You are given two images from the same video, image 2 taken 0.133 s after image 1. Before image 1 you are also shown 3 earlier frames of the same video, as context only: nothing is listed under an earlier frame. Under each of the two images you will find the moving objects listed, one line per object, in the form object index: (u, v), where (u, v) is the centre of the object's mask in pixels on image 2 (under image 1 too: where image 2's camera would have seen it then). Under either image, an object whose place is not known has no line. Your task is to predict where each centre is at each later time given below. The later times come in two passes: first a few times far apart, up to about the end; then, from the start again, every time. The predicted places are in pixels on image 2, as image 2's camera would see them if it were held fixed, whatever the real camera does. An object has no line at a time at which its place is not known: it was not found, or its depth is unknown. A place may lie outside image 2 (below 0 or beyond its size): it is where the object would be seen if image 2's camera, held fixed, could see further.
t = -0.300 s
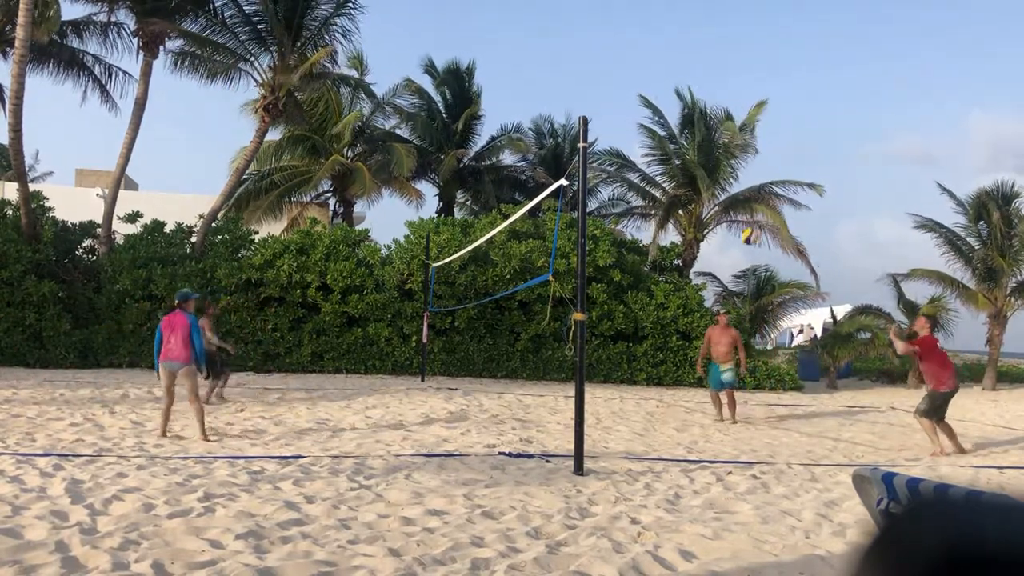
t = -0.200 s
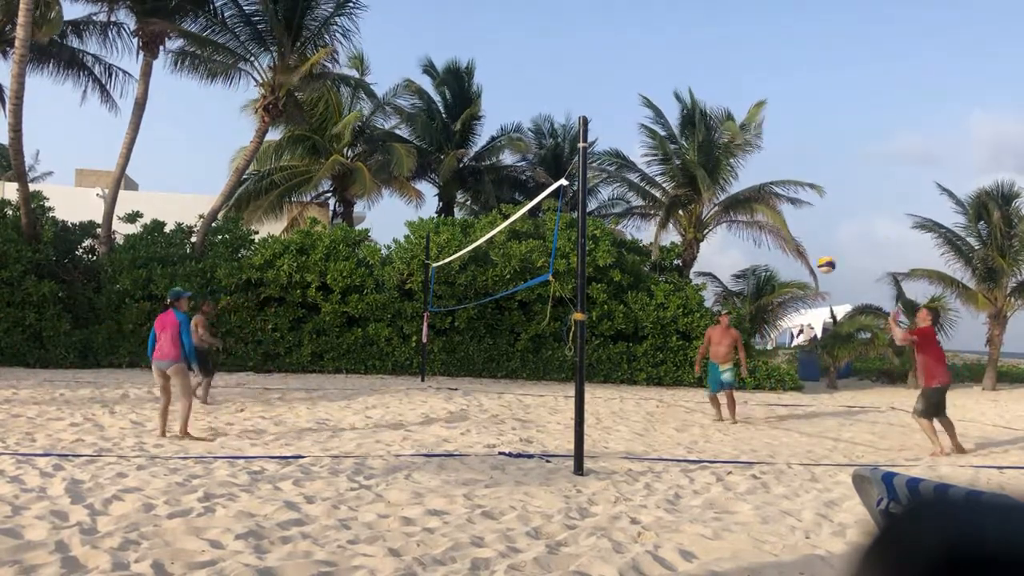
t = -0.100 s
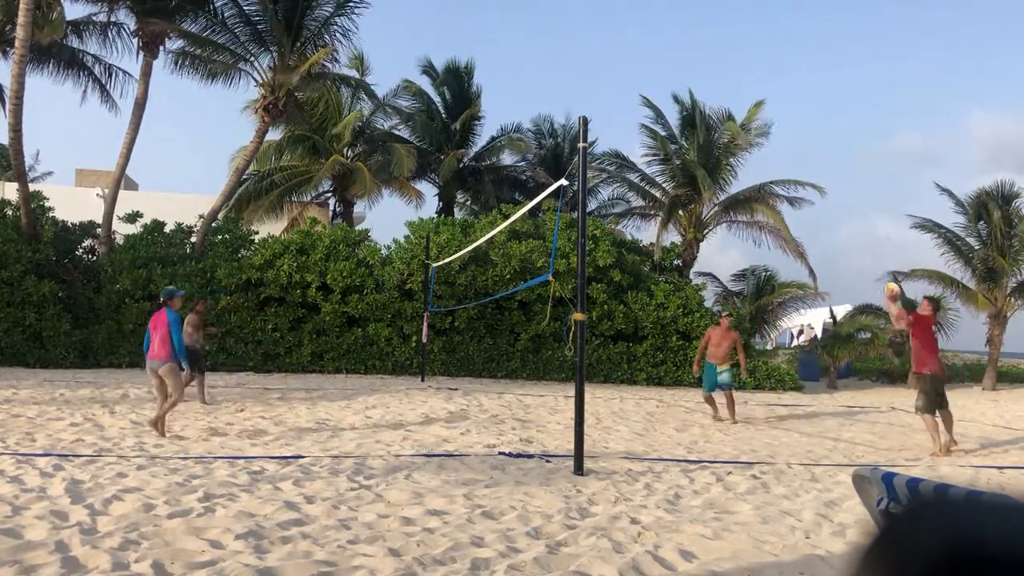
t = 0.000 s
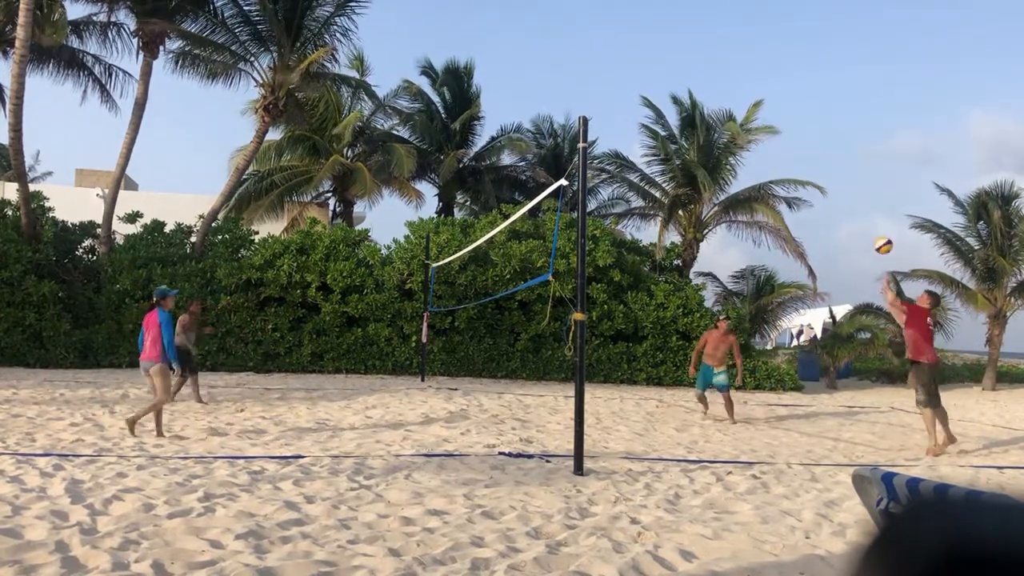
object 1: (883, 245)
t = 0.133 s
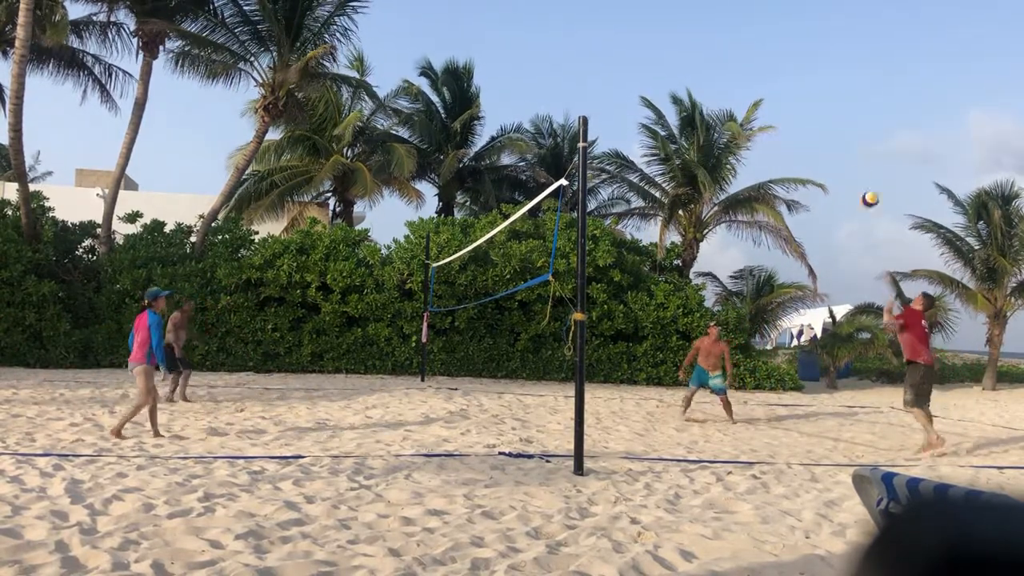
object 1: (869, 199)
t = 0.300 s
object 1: (853, 165)
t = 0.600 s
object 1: (825, 154)
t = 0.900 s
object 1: (795, 205)
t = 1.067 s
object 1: (781, 257)
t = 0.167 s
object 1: (866, 190)
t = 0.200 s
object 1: (863, 182)
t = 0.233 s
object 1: (859, 175)
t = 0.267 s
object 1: (856, 170)
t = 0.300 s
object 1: (853, 165)
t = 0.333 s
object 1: (850, 161)
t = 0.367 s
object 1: (847, 157)
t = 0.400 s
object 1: (843, 154)
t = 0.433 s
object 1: (839, 152)
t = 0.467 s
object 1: (837, 151)
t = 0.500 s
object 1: (833, 151)
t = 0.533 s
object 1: (830, 151)
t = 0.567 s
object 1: (827, 152)
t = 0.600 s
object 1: (825, 154)
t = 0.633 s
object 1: (821, 157)
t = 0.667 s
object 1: (818, 161)
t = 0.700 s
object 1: (814, 165)
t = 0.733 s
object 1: (811, 170)
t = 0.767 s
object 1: (808, 175)
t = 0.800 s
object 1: (805, 181)
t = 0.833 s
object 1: (802, 189)
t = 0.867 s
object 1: (799, 196)
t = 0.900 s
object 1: (795, 205)
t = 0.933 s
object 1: (793, 213)
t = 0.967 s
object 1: (791, 224)
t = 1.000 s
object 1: (787, 234)
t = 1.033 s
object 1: (784, 245)
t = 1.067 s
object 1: (781, 257)
